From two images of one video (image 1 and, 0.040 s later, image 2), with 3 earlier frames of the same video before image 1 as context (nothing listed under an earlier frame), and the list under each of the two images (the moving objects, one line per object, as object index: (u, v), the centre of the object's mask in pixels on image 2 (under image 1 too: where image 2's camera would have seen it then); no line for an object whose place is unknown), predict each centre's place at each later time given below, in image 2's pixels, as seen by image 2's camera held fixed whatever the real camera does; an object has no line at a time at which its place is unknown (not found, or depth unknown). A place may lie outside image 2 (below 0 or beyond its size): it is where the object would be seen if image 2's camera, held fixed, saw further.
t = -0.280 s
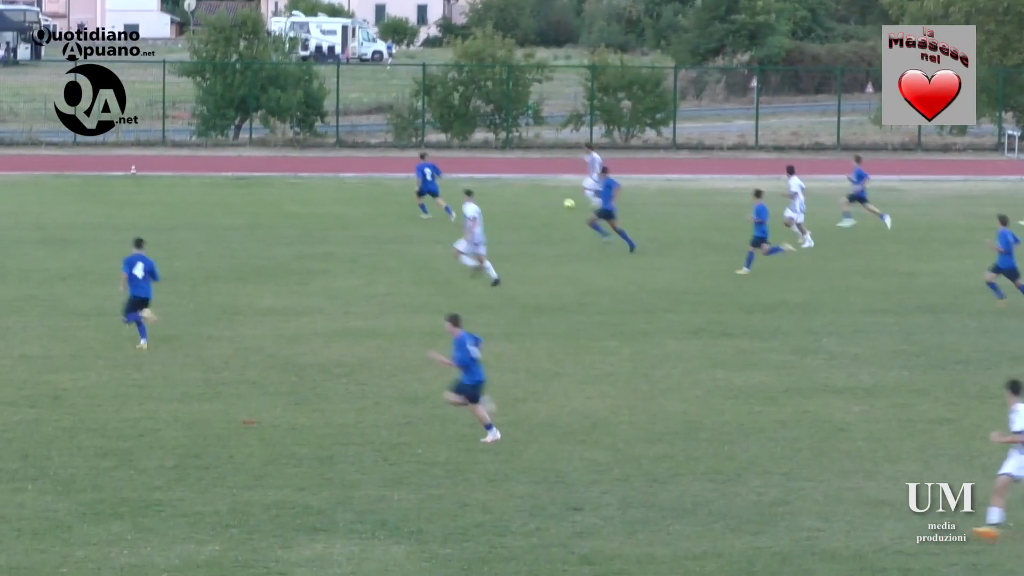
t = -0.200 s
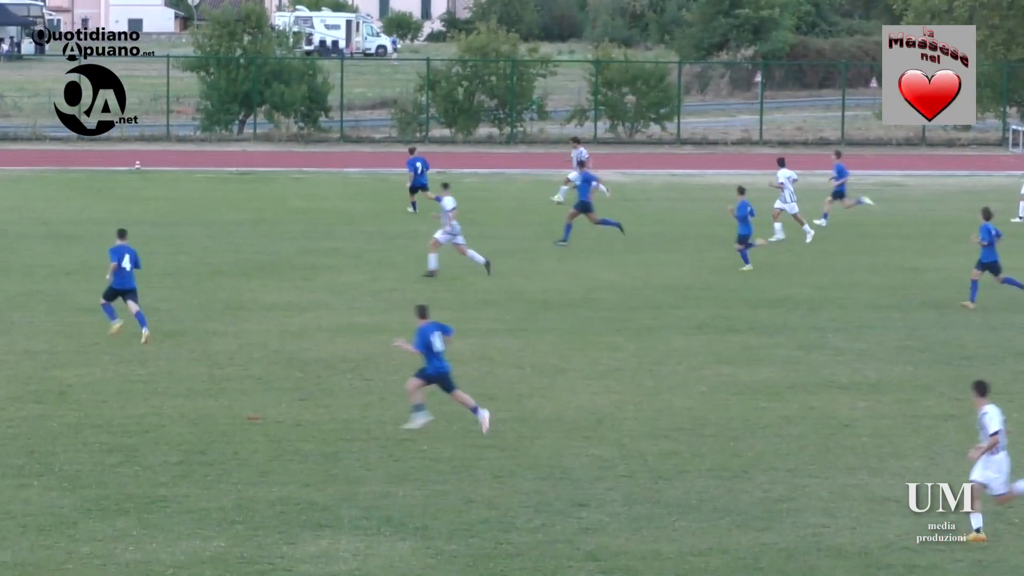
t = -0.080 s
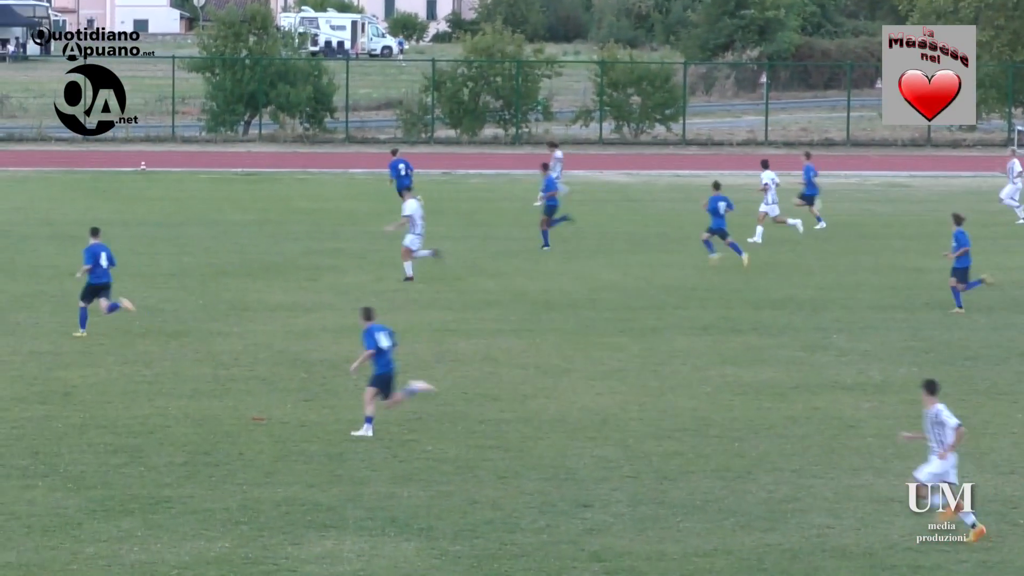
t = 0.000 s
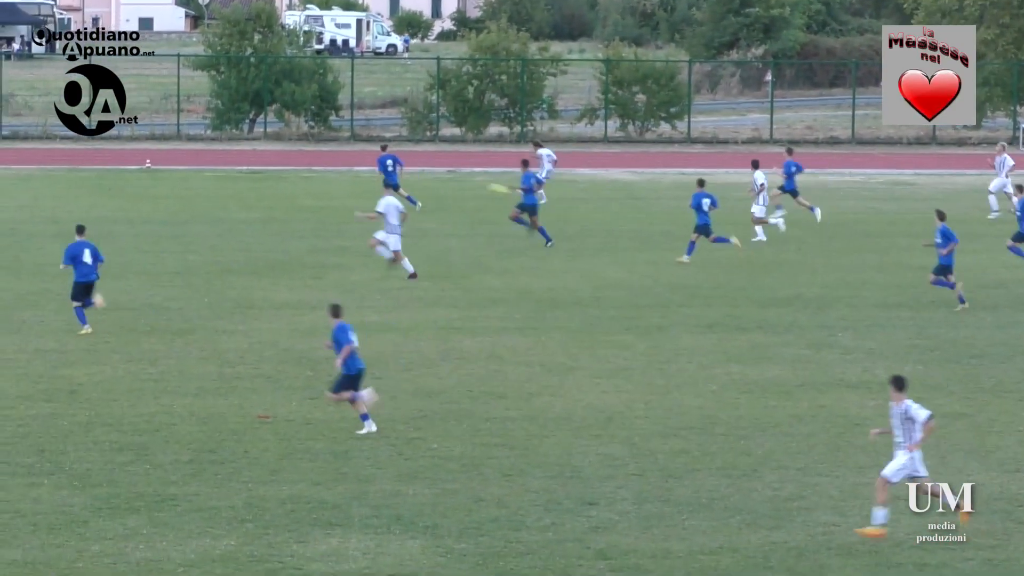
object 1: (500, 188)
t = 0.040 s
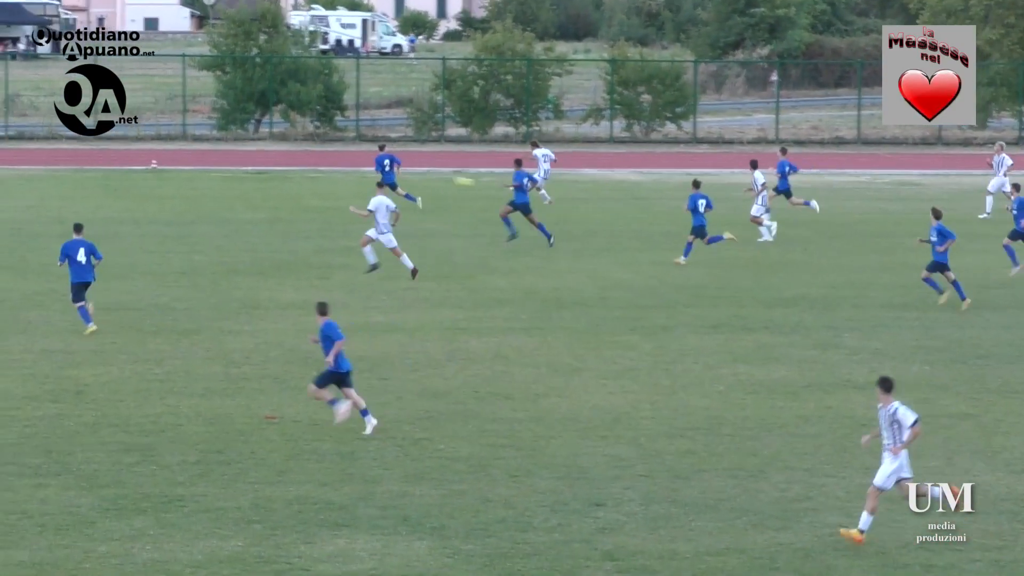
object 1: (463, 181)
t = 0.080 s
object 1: (428, 178)
